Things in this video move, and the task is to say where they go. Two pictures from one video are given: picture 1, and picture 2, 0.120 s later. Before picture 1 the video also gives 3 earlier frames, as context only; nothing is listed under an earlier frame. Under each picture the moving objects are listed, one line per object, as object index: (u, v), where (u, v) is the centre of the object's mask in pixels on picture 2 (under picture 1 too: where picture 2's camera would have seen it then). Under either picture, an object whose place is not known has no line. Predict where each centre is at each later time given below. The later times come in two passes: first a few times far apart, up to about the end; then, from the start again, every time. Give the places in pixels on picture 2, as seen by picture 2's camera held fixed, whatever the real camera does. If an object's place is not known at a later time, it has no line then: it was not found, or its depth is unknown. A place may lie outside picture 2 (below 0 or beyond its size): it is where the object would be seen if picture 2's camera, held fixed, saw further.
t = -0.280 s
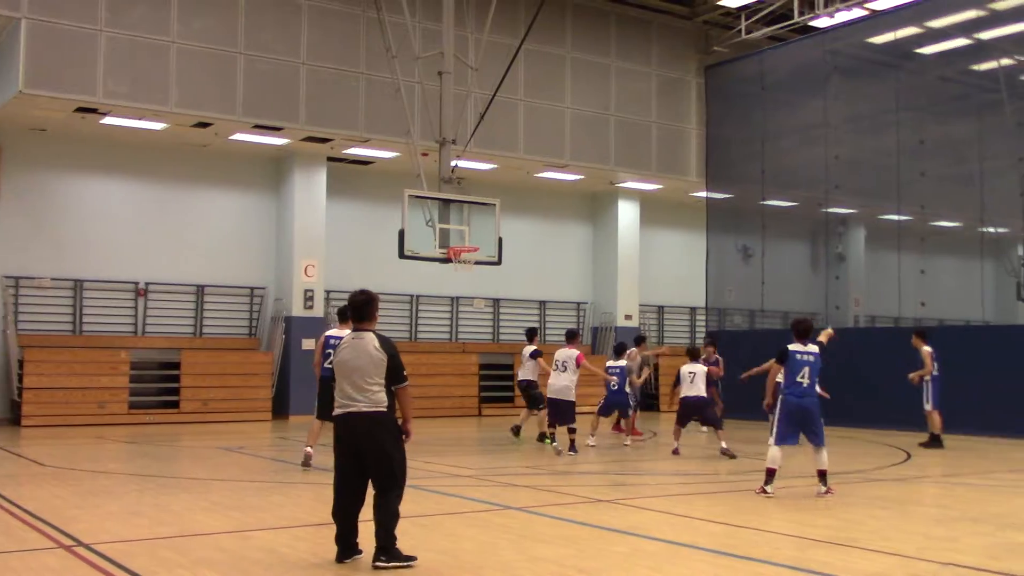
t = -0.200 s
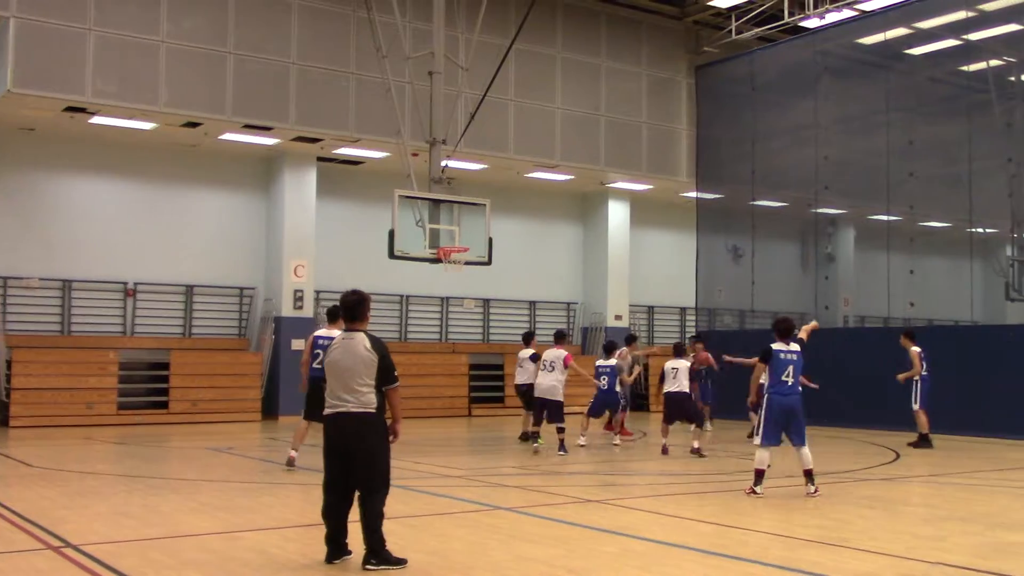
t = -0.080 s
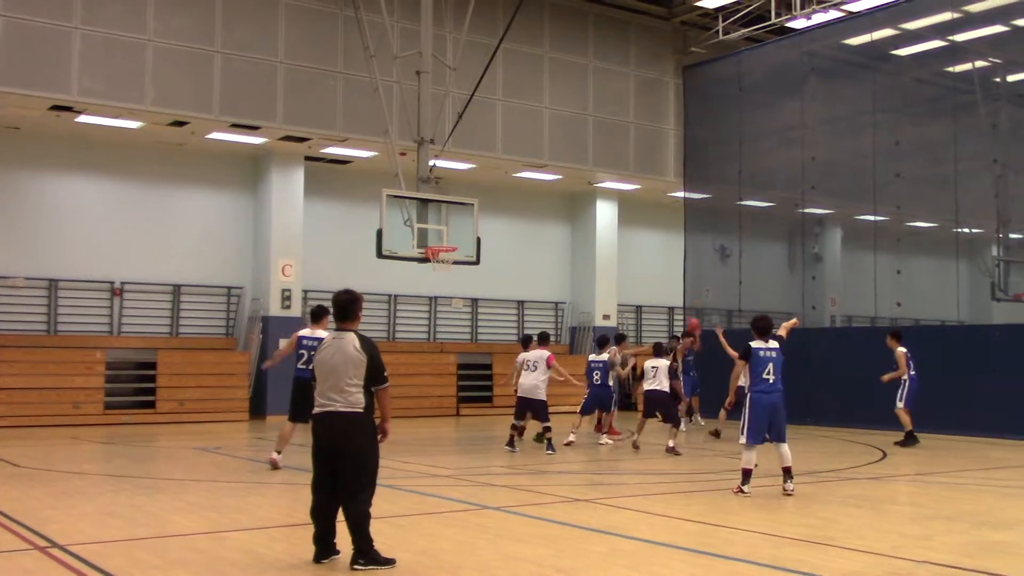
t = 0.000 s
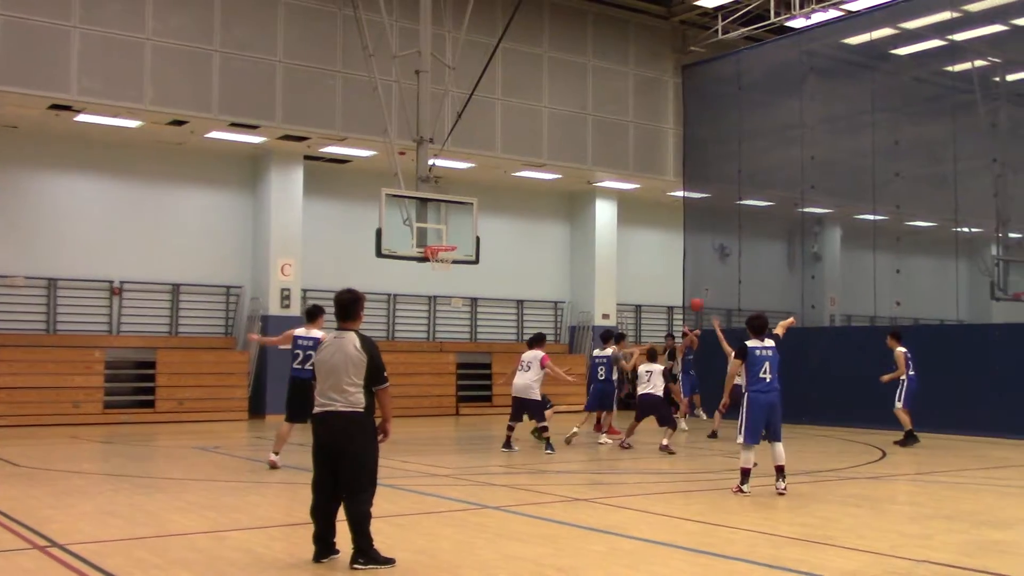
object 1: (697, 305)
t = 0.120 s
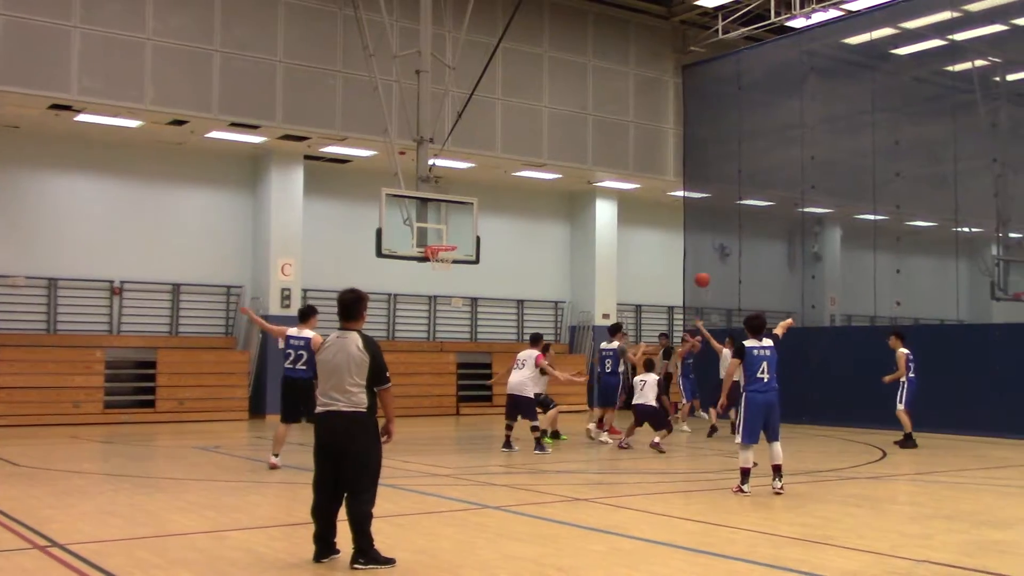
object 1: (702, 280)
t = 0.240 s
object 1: (708, 261)
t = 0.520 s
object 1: (723, 249)
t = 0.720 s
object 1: (737, 273)
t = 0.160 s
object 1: (704, 273)
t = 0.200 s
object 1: (706, 267)
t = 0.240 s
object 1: (708, 261)
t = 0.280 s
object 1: (710, 257)
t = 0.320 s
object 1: (712, 253)
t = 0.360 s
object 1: (714, 250)
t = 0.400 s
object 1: (717, 249)
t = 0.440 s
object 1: (719, 248)
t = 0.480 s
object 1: (721, 248)
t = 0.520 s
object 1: (723, 249)
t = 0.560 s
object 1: (726, 251)
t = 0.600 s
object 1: (728, 255)
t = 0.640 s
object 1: (731, 259)
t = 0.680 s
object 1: (734, 265)
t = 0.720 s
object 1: (737, 273)
